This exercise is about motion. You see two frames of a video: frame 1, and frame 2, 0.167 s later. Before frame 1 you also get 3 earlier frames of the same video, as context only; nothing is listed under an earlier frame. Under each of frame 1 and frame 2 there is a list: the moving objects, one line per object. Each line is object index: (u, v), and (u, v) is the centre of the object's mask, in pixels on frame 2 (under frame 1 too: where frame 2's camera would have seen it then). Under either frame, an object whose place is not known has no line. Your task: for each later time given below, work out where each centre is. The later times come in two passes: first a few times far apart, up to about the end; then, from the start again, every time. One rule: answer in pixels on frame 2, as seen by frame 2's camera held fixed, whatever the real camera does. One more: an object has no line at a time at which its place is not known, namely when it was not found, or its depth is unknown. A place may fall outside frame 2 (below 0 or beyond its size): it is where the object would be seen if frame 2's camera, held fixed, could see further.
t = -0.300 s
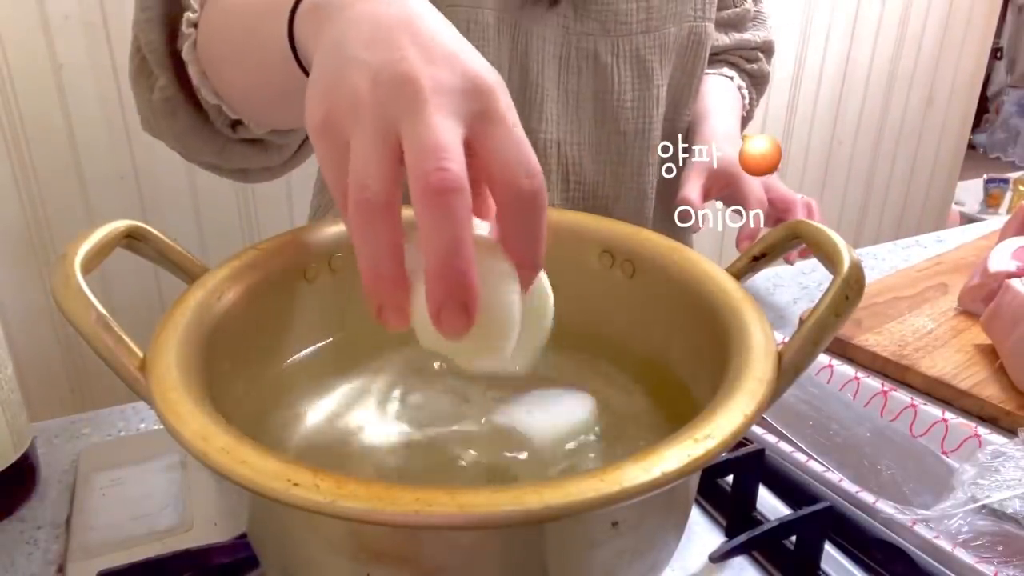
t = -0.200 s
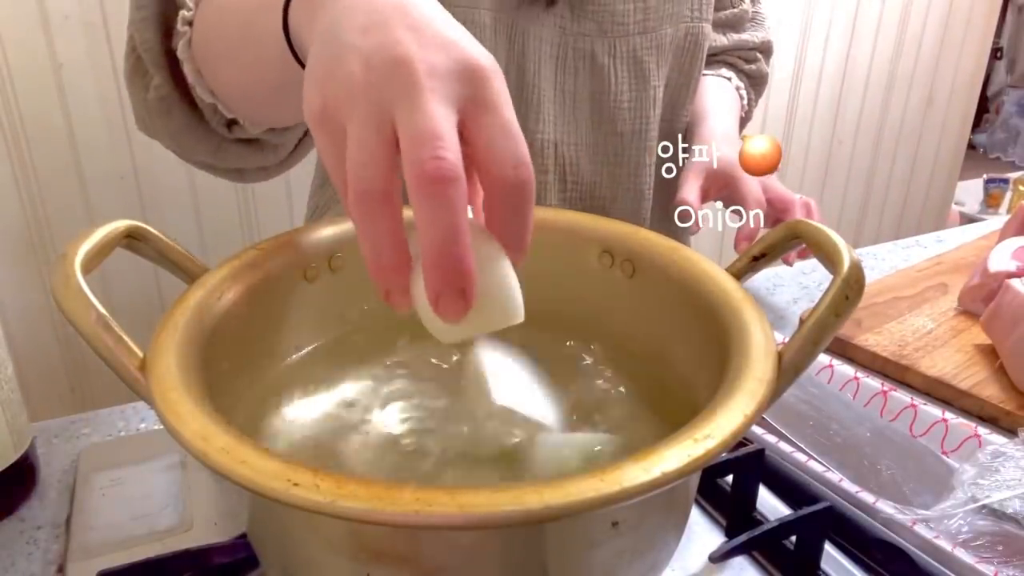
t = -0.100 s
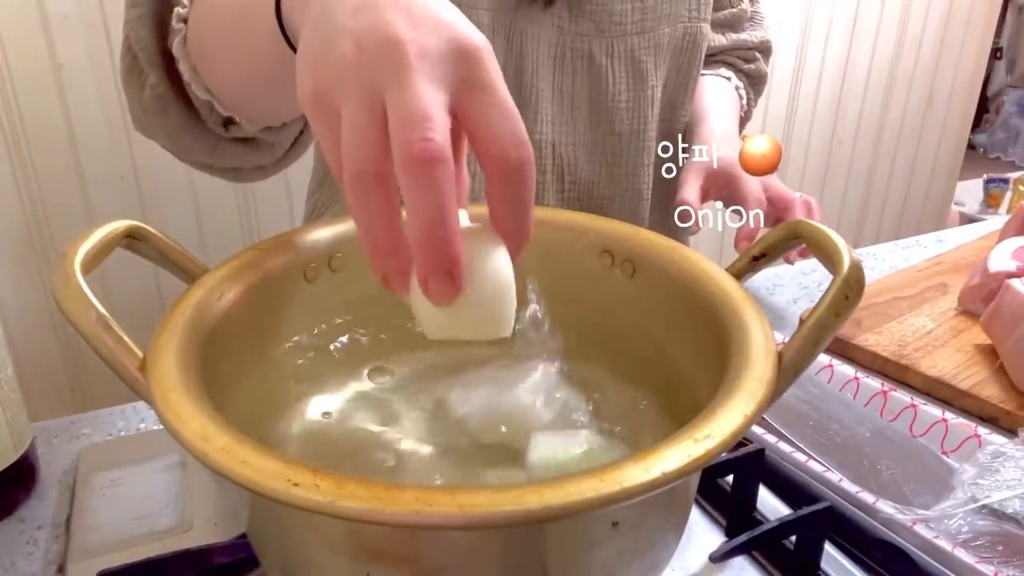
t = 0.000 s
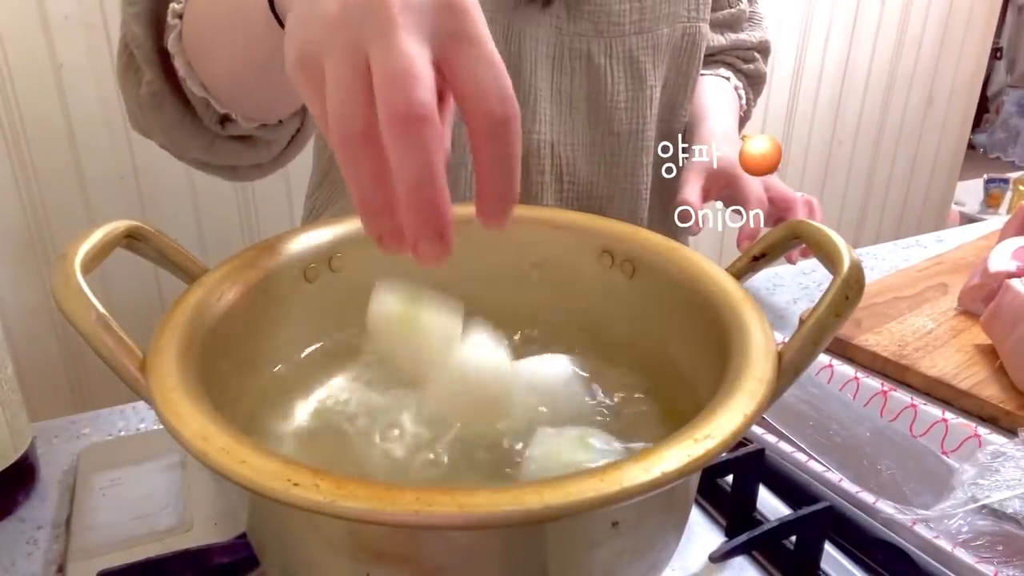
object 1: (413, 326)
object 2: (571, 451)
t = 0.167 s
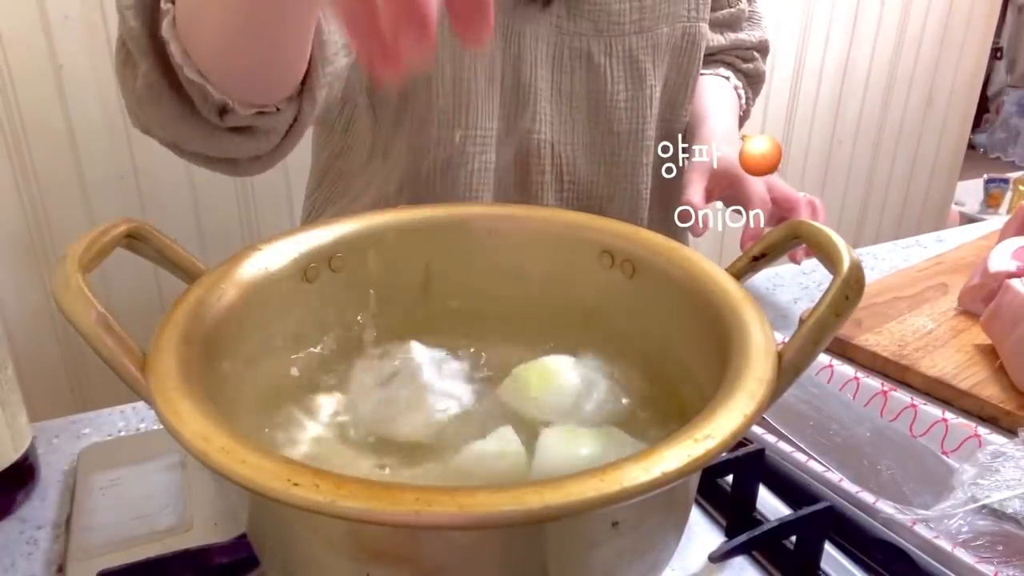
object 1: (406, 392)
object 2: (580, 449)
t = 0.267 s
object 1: (405, 367)
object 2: (579, 445)
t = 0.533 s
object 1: (389, 364)
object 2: (593, 447)
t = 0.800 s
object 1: (388, 363)
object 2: (603, 443)
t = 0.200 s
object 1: (404, 385)
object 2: (580, 447)
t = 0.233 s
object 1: (405, 378)
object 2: (578, 446)
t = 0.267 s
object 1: (405, 367)
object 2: (579, 445)
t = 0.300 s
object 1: (400, 370)
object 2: (579, 444)
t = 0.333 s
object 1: (397, 369)
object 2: (577, 445)
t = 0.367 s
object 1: (393, 368)
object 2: (575, 446)
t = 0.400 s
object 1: (394, 364)
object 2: (577, 445)
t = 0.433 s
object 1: (394, 360)
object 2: (581, 447)
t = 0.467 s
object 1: (391, 361)
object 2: (583, 449)
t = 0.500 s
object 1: (389, 361)
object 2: (584, 450)
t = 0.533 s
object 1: (389, 364)
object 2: (593, 447)
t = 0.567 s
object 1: (390, 365)
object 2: (593, 446)
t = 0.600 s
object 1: (389, 367)
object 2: (595, 444)
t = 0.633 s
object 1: (392, 368)
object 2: (597, 440)
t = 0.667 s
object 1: (394, 368)
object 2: (601, 438)
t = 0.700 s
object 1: (392, 368)
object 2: (604, 439)
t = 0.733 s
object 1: (391, 367)
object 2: (601, 442)
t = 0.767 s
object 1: (388, 365)
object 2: (604, 444)
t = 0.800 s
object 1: (388, 363)
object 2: (603, 443)
